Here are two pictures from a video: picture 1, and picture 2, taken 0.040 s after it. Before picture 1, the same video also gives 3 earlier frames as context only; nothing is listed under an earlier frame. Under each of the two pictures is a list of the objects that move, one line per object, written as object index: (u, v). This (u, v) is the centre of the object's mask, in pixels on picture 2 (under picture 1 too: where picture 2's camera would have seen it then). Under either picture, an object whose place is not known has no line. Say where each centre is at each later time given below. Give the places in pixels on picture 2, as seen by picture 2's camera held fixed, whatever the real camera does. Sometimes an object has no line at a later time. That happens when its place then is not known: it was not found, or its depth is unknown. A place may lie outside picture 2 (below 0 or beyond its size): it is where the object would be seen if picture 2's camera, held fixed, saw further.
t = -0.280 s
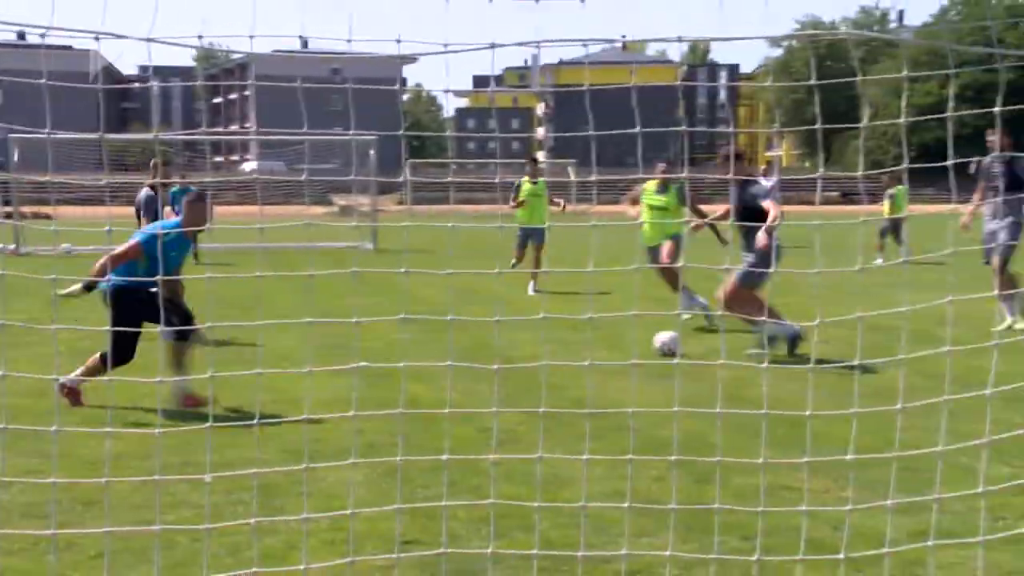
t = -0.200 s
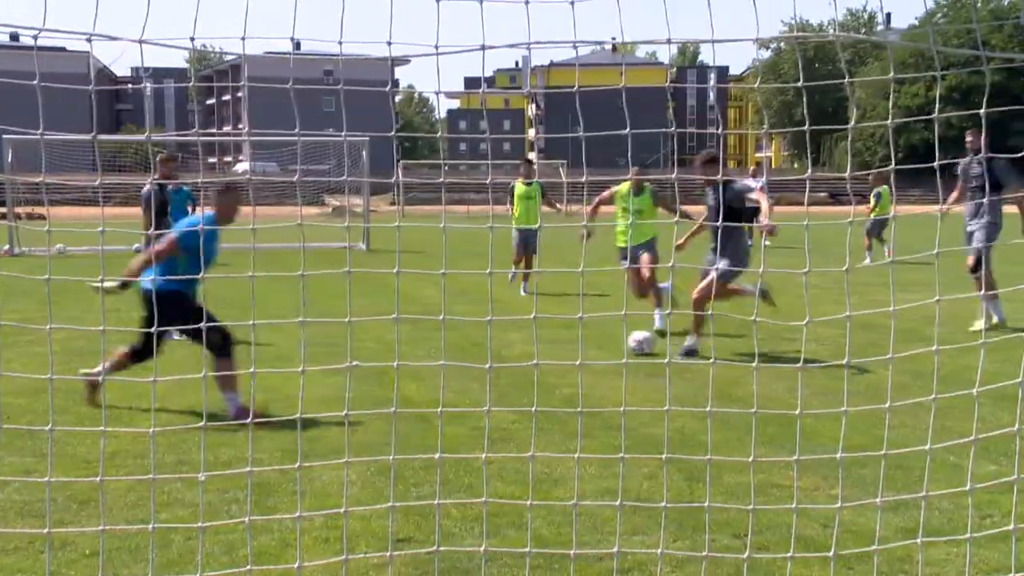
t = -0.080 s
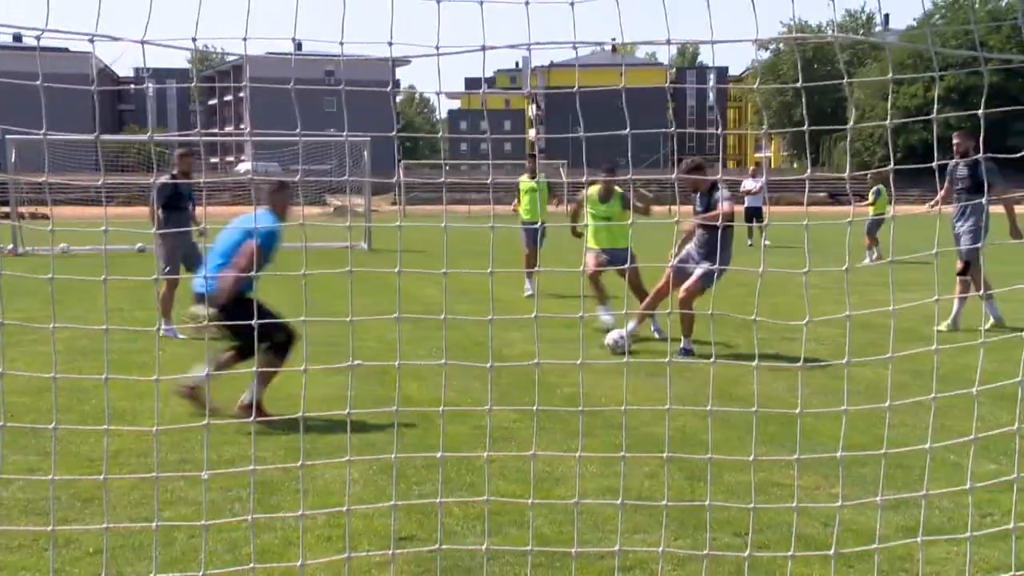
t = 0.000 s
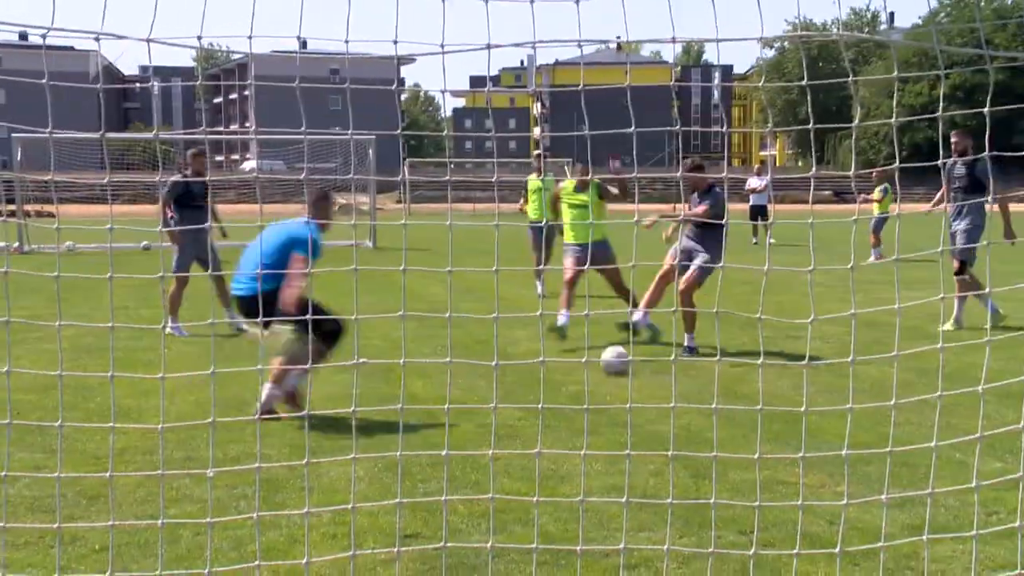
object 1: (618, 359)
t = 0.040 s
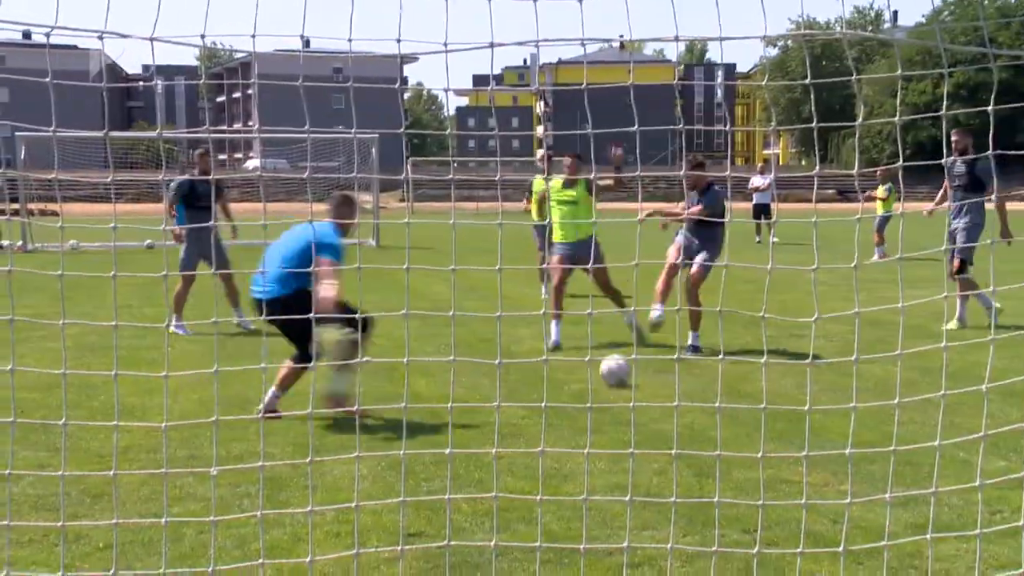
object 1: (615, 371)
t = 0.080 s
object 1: (613, 384)
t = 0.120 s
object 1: (610, 397)
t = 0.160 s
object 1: (608, 413)
